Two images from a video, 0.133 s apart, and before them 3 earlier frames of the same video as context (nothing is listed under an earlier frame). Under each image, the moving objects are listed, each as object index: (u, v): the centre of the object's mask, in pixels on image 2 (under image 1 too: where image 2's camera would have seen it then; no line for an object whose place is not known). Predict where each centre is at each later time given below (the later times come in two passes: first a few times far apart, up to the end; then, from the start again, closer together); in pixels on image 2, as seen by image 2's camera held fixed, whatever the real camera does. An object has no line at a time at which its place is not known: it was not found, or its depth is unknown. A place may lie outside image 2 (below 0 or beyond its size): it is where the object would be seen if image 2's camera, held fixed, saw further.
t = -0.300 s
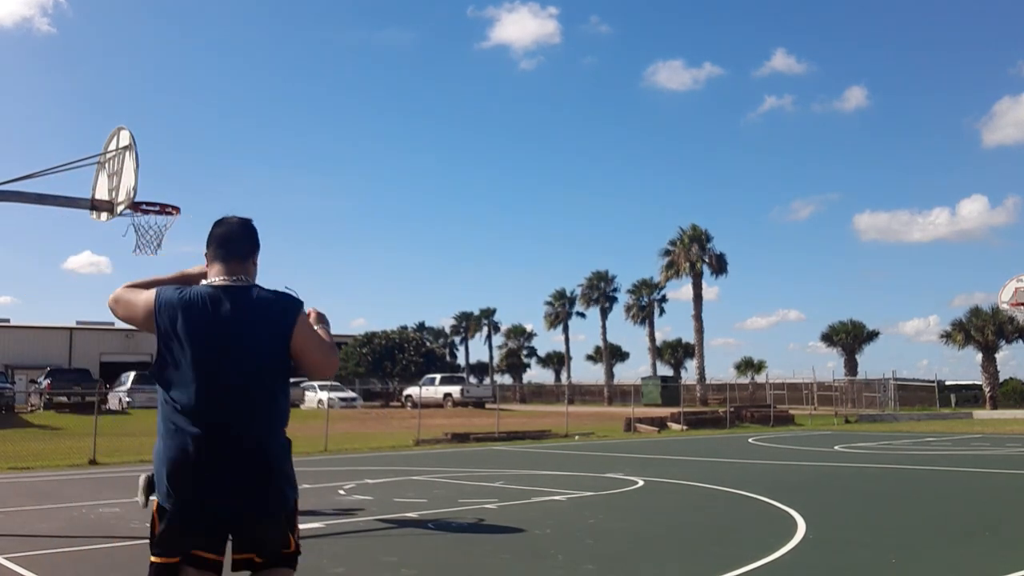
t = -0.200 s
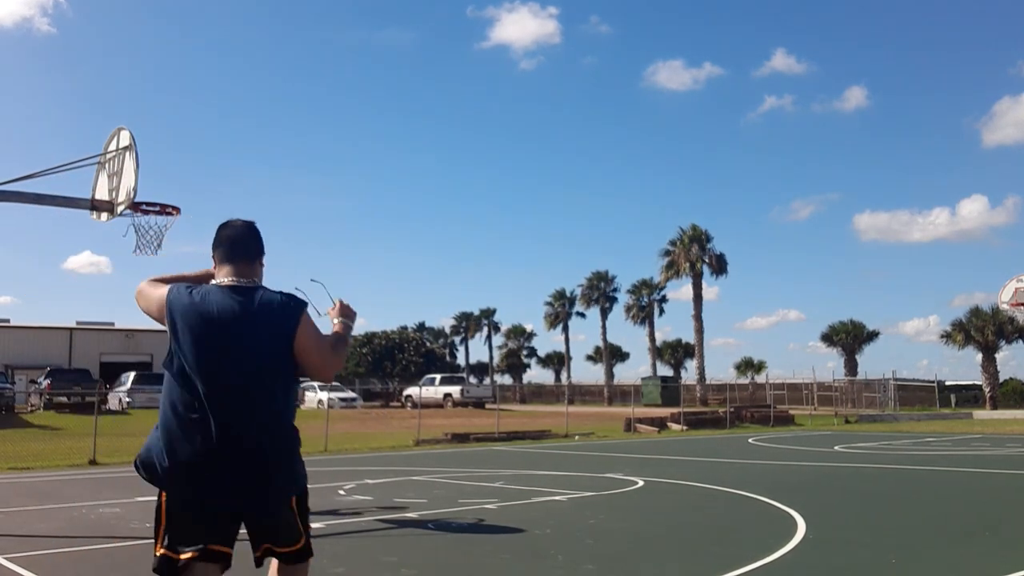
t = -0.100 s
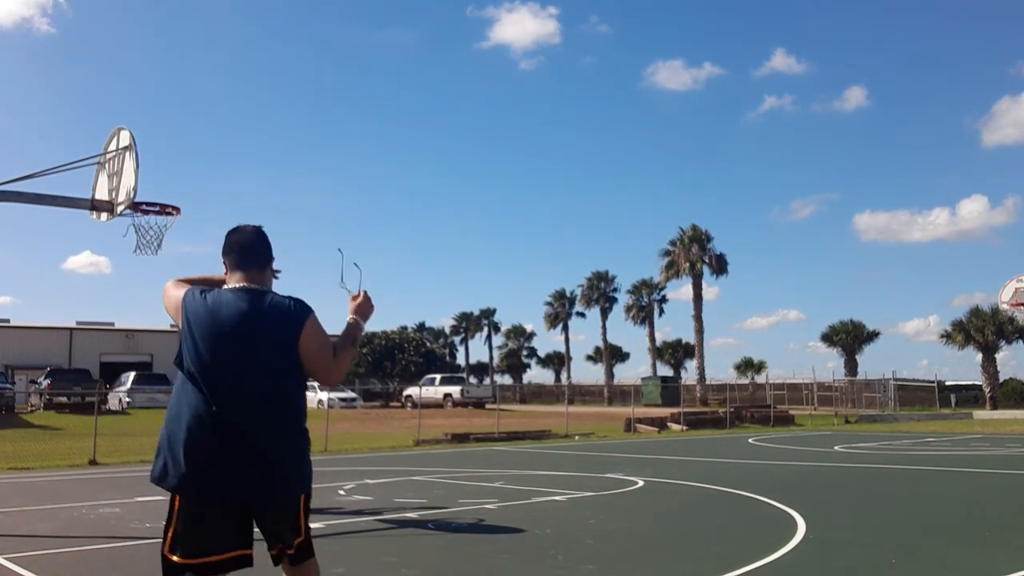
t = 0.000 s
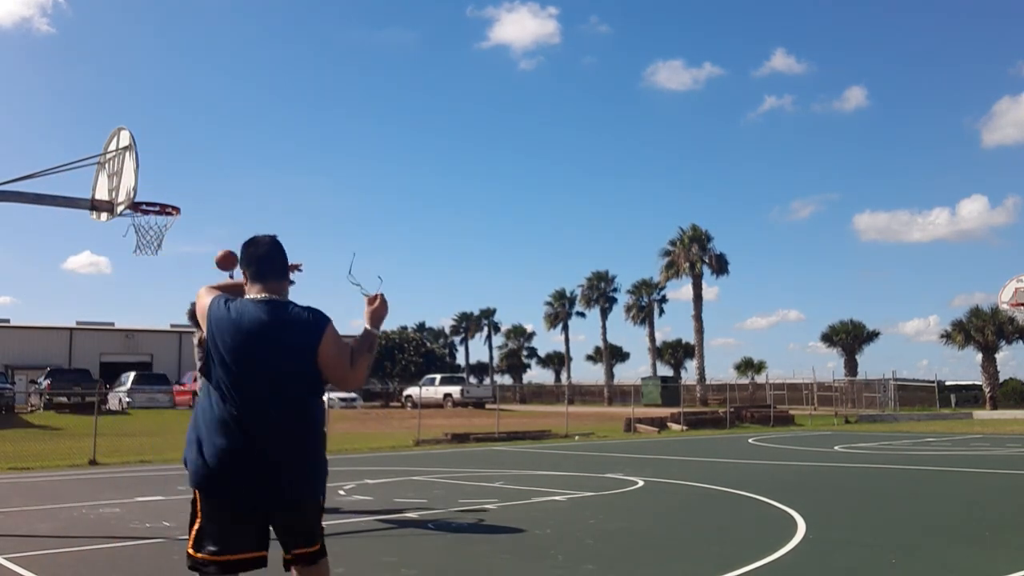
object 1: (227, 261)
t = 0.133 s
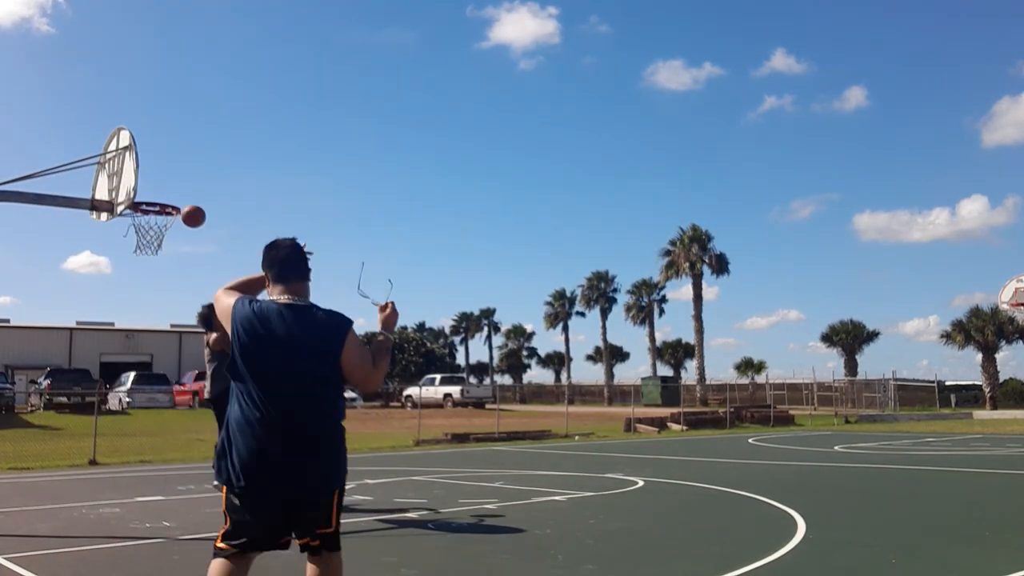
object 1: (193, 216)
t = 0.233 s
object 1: (181, 194)
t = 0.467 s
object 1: (173, 180)
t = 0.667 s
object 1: (165, 196)
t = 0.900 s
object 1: (161, 198)
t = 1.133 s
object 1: (156, 251)
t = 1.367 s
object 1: (146, 354)
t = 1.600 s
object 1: (133, 493)
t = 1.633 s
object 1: (133, 472)
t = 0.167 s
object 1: (186, 207)
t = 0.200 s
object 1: (182, 200)
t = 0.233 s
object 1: (181, 194)
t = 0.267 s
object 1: (180, 189)
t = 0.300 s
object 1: (179, 185)
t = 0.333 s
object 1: (178, 182)
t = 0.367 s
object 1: (176, 180)
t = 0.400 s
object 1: (175, 179)
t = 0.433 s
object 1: (174, 179)
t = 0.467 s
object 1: (173, 180)
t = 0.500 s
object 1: (171, 182)
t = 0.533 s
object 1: (170, 185)
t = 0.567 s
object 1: (169, 190)
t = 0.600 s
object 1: (167, 195)
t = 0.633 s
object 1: (166, 200)
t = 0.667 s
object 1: (165, 196)
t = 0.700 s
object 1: (164, 194)
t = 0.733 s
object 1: (164, 192)
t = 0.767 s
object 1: (164, 191)
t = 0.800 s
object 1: (163, 192)
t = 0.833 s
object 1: (163, 193)
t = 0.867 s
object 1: (162, 195)
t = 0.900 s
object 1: (161, 198)
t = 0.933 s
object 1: (161, 202)
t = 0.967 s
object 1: (160, 207)
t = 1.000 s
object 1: (159, 218)
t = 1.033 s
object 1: (158, 221)
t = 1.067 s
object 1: (157, 230)
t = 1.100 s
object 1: (156, 240)
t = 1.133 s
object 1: (156, 251)
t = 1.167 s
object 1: (154, 262)
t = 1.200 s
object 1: (152, 275)
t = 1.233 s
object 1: (151, 288)
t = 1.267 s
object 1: (150, 303)
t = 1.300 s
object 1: (149, 319)
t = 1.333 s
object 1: (147, 336)
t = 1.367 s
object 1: (146, 354)
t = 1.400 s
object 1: (144, 374)
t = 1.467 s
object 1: (140, 416)
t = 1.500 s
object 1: (138, 438)
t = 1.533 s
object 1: (136, 462)
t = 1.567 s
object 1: (134, 487)
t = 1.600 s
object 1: (133, 493)
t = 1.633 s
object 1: (133, 472)
